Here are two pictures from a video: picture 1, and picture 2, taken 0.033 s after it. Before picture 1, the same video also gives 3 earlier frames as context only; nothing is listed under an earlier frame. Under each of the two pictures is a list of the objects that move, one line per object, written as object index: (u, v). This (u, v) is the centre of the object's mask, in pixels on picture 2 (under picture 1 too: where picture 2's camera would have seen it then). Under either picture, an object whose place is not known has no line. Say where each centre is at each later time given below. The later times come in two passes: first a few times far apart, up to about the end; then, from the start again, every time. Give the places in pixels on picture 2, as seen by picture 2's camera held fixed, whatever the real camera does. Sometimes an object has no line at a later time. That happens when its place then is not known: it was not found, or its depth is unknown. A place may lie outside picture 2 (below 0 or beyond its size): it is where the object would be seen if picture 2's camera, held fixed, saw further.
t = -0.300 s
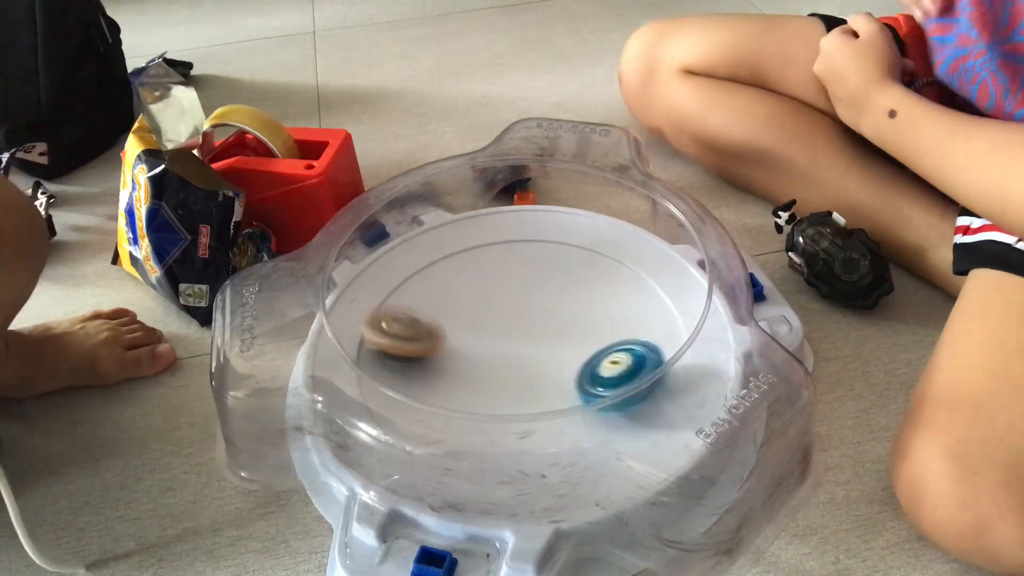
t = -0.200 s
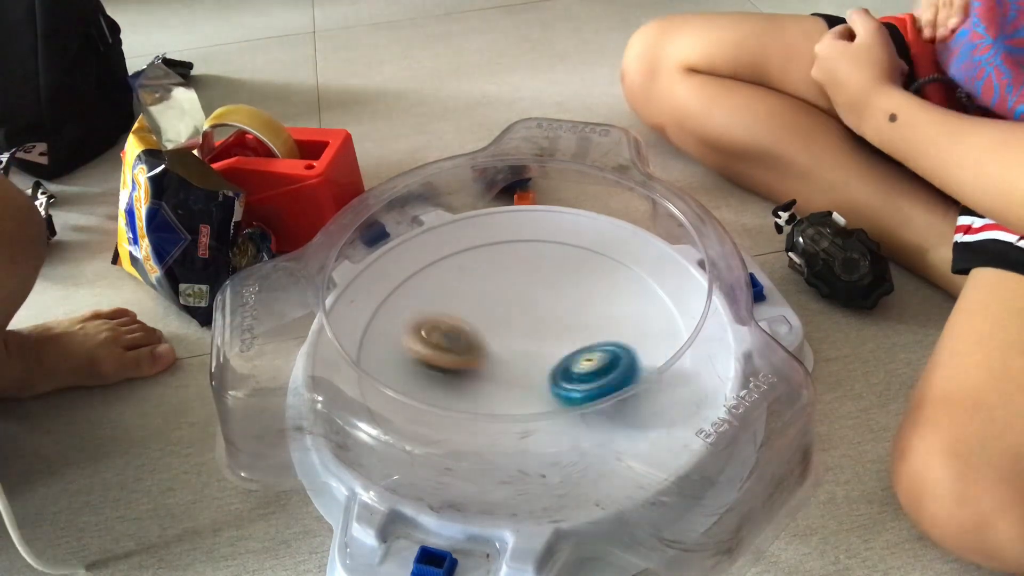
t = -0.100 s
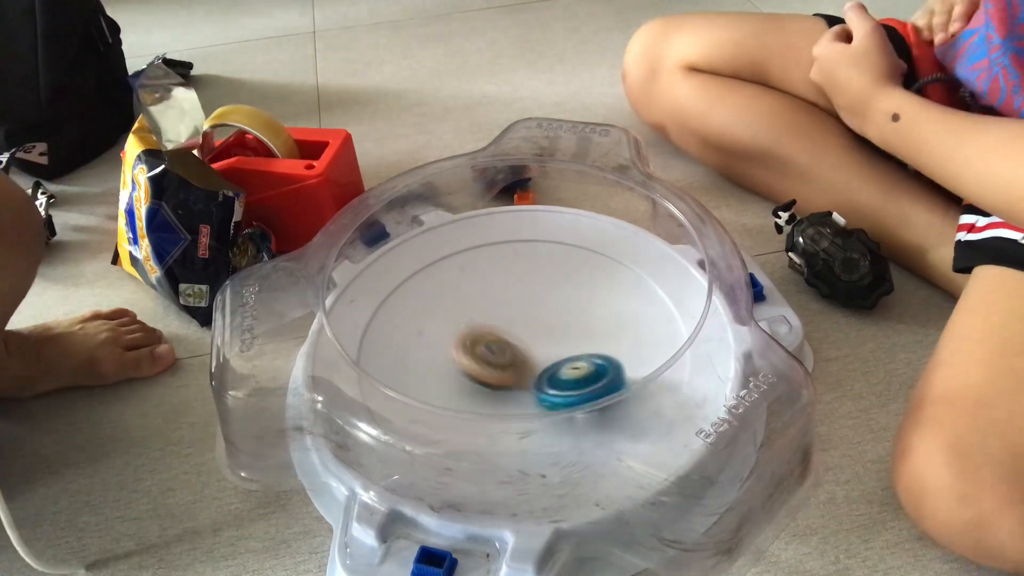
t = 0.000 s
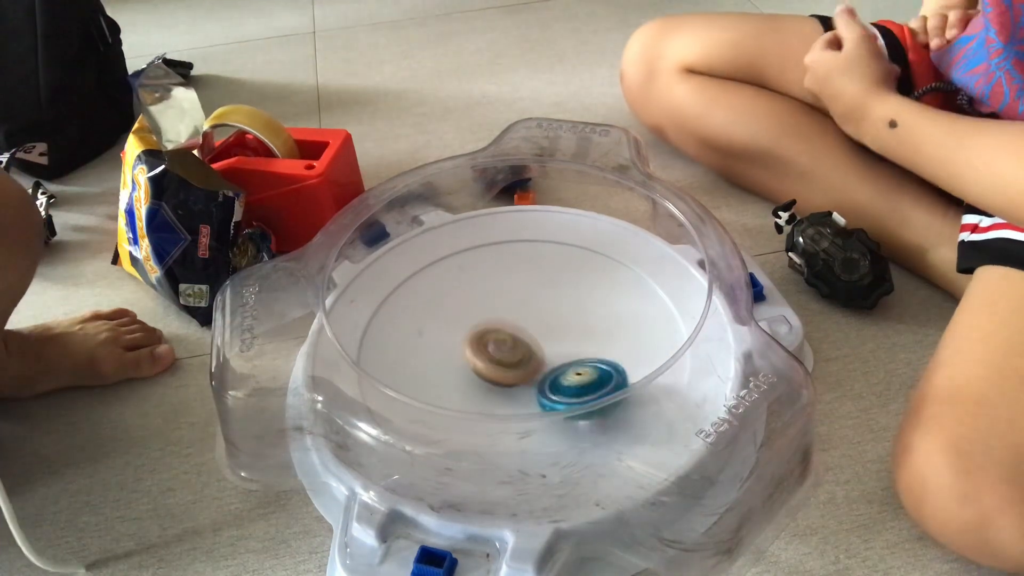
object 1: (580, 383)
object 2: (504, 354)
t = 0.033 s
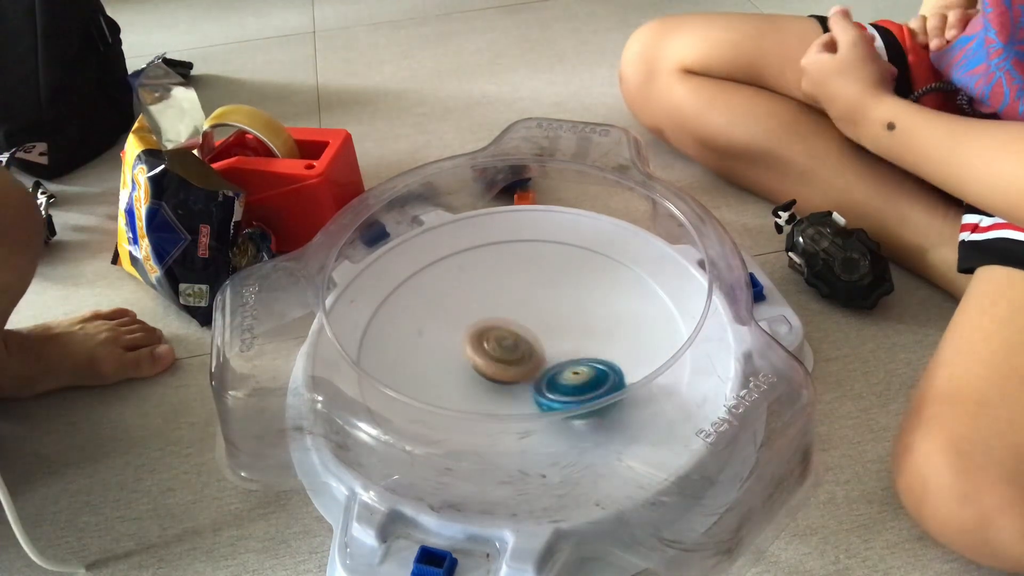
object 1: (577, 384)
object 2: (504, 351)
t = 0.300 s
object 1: (545, 377)
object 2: (489, 317)
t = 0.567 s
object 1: (507, 364)
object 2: (481, 305)
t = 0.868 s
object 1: (470, 361)
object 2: (513, 308)
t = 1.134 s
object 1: (462, 357)
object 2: (534, 314)
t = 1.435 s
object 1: (472, 343)
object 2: (538, 313)
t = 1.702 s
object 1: (489, 341)
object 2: (568, 337)
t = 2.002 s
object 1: (492, 342)
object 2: (574, 355)
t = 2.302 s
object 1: (495, 350)
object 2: (584, 343)
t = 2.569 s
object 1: (491, 357)
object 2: (577, 346)
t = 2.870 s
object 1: (473, 346)
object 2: (581, 337)
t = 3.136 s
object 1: (485, 341)
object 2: (545, 304)
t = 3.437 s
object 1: (497, 348)
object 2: (538, 294)
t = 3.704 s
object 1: (508, 364)
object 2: (559, 309)
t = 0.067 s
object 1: (574, 383)
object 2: (504, 348)
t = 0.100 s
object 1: (569, 383)
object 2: (503, 346)
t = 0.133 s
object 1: (565, 382)
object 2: (501, 343)
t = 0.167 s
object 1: (561, 381)
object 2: (499, 339)
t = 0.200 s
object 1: (556, 379)
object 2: (497, 335)
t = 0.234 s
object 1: (552, 378)
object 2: (496, 331)
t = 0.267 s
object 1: (548, 378)
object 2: (493, 325)
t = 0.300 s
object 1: (545, 377)
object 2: (489, 317)
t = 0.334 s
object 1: (542, 376)
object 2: (485, 311)
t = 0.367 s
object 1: (539, 375)
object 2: (482, 307)
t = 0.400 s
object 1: (535, 373)
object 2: (479, 303)
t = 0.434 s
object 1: (530, 371)
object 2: (478, 302)
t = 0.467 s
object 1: (525, 370)
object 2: (478, 301)
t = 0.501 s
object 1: (520, 368)
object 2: (478, 302)
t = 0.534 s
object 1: (513, 366)
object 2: (479, 304)
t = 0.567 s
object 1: (507, 364)
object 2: (481, 305)
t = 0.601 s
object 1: (500, 365)
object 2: (484, 303)
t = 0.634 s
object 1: (494, 366)
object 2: (487, 301)
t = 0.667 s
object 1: (490, 364)
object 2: (490, 301)
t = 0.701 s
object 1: (486, 363)
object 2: (493, 302)
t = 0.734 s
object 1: (482, 362)
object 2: (495, 304)
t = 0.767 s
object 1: (478, 362)
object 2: (500, 306)
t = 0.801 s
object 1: (473, 362)
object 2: (505, 307)
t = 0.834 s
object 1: (470, 362)
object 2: (509, 307)
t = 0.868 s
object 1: (470, 361)
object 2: (513, 308)
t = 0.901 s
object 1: (470, 360)
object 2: (515, 311)
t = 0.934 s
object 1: (470, 360)
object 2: (517, 315)
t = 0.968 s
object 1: (469, 361)
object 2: (520, 318)
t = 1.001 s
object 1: (466, 363)
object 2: (526, 318)
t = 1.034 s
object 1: (465, 363)
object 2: (531, 317)
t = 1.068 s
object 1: (463, 361)
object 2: (534, 315)
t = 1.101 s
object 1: (462, 359)
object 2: (534, 314)
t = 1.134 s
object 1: (462, 357)
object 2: (534, 314)
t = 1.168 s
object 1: (463, 355)
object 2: (532, 314)
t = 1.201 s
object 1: (464, 353)
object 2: (531, 313)
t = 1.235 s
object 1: (465, 351)
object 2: (529, 313)
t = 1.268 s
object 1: (467, 348)
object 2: (528, 313)
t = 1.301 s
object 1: (468, 347)
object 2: (529, 312)
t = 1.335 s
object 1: (469, 346)
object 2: (530, 312)
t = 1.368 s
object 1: (469, 345)
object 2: (533, 311)
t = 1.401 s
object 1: (470, 344)
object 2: (536, 312)
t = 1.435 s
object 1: (472, 343)
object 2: (538, 313)
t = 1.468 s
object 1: (473, 342)
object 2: (542, 315)
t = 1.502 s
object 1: (474, 342)
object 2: (546, 316)
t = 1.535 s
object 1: (477, 341)
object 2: (550, 319)
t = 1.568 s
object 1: (480, 341)
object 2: (554, 323)
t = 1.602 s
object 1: (481, 341)
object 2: (560, 325)
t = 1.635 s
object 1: (483, 341)
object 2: (564, 329)
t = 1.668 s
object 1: (487, 341)
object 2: (566, 333)
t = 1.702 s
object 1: (489, 341)
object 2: (568, 337)
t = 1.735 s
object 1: (489, 341)
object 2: (573, 340)
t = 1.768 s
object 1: (489, 341)
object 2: (574, 344)
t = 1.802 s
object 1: (490, 342)
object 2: (573, 347)
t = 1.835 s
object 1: (491, 342)
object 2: (572, 350)
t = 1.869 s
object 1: (492, 342)
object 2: (572, 353)
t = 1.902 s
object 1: (491, 342)
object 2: (573, 354)
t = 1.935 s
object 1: (492, 342)
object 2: (573, 355)
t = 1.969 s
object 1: (492, 343)
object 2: (573, 356)
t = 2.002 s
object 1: (492, 342)
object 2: (574, 355)
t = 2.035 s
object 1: (492, 342)
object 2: (575, 354)
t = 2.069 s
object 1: (494, 343)
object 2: (576, 353)
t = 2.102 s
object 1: (494, 343)
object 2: (578, 352)
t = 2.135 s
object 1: (494, 344)
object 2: (580, 349)
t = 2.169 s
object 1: (495, 345)
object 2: (580, 347)
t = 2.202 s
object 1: (496, 347)
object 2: (581, 345)
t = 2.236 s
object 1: (496, 348)
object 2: (582, 344)
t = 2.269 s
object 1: (496, 349)
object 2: (583, 344)
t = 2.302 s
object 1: (495, 350)
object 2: (584, 343)
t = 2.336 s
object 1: (495, 351)
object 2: (584, 341)
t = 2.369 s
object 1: (495, 352)
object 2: (583, 340)
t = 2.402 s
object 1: (494, 354)
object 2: (583, 340)
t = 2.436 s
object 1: (494, 354)
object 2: (581, 340)
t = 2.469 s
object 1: (493, 355)
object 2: (581, 340)
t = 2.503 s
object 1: (493, 356)
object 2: (580, 342)
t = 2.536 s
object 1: (492, 357)
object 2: (578, 343)
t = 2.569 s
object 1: (491, 357)
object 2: (577, 346)
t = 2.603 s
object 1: (490, 357)
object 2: (576, 348)
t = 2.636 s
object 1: (485, 355)
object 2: (580, 350)
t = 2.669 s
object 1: (478, 353)
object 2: (586, 351)
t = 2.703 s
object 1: (475, 351)
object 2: (590, 350)
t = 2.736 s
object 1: (474, 350)
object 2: (592, 350)
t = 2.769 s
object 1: (473, 349)
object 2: (590, 347)
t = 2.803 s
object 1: (473, 348)
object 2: (588, 345)
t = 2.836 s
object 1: (473, 347)
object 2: (585, 341)
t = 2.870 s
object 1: (473, 346)
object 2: (581, 337)
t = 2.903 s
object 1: (474, 345)
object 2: (577, 333)
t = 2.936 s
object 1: (476, 344)
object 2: (572, 328)
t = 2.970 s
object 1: (477, 343)
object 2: (567, 324)
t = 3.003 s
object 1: (479, 342)
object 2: (561, 319)
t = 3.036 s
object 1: (481, 341)
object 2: (555, 315)
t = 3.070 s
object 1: (484, 341)
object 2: (549, 311)
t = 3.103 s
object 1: (485, 340)
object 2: (546, 306)
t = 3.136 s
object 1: (485, 341)
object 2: (545, 304)
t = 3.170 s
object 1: (485, 341)
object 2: (541, 298)
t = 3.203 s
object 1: (486, 342)
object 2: (539, 295)
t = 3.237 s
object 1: (486, 342)
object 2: (539, 293)
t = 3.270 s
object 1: (487, 342)
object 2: (538, 291)
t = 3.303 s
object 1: (489, 342)
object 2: (537, 290)
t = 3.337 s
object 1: (492, 344)
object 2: (537, 290)
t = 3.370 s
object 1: (493, 345)
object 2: (538, 292)
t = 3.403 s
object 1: (495, 347)
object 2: (538, 293)
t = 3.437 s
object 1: (497, 348)
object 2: (538, 294)
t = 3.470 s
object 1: (499, 349)
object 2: (538, 296)
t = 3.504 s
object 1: (499, 351)
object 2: (541, 298)
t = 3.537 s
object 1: (498, 354)
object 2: (545, 299)
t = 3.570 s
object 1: (498, 357)
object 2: (550, 300)
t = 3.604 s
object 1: (501, 359)
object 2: (554, 302)
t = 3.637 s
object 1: (503, 361)
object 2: (556, 305)
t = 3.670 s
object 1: (506, 363)
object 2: (558, 307)
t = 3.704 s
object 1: (508, 364)
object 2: (559, 309)
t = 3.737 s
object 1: (510, 365)
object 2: (560, 312)
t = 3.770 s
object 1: (511, 366)
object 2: (562, 315)
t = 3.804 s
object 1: (513, 367)
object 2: (563, 319)
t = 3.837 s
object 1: (513, 369)
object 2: (564, 322)
